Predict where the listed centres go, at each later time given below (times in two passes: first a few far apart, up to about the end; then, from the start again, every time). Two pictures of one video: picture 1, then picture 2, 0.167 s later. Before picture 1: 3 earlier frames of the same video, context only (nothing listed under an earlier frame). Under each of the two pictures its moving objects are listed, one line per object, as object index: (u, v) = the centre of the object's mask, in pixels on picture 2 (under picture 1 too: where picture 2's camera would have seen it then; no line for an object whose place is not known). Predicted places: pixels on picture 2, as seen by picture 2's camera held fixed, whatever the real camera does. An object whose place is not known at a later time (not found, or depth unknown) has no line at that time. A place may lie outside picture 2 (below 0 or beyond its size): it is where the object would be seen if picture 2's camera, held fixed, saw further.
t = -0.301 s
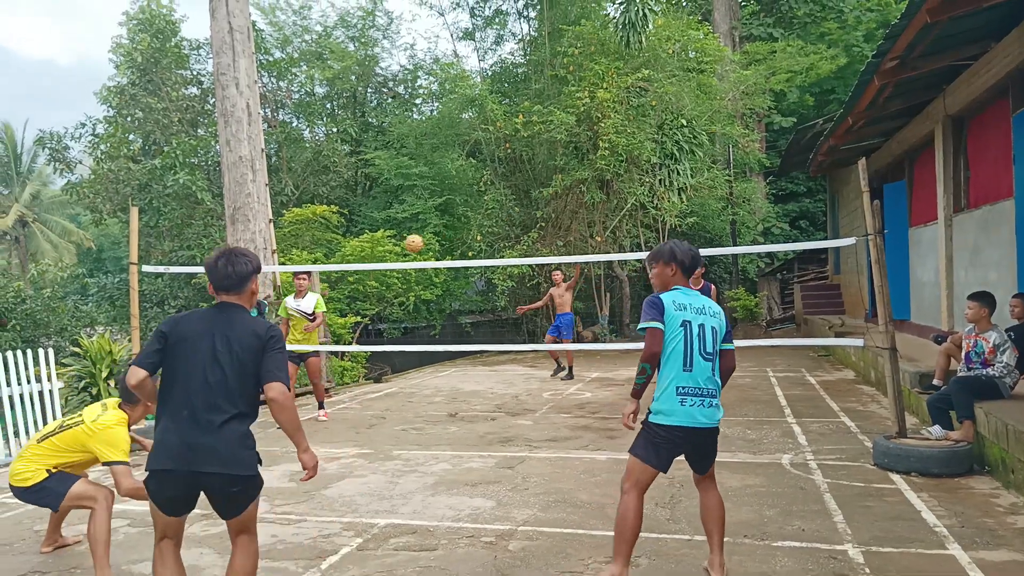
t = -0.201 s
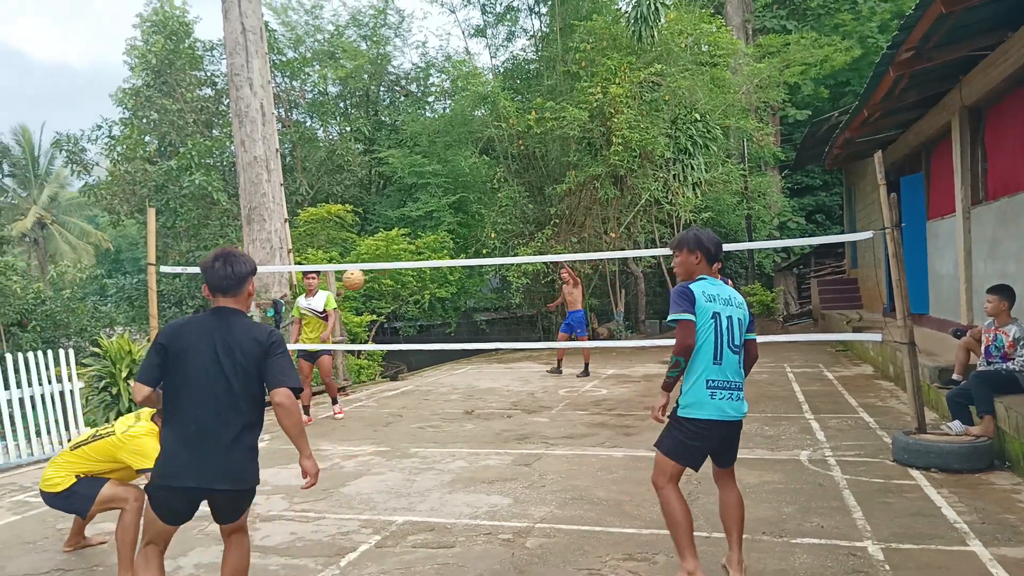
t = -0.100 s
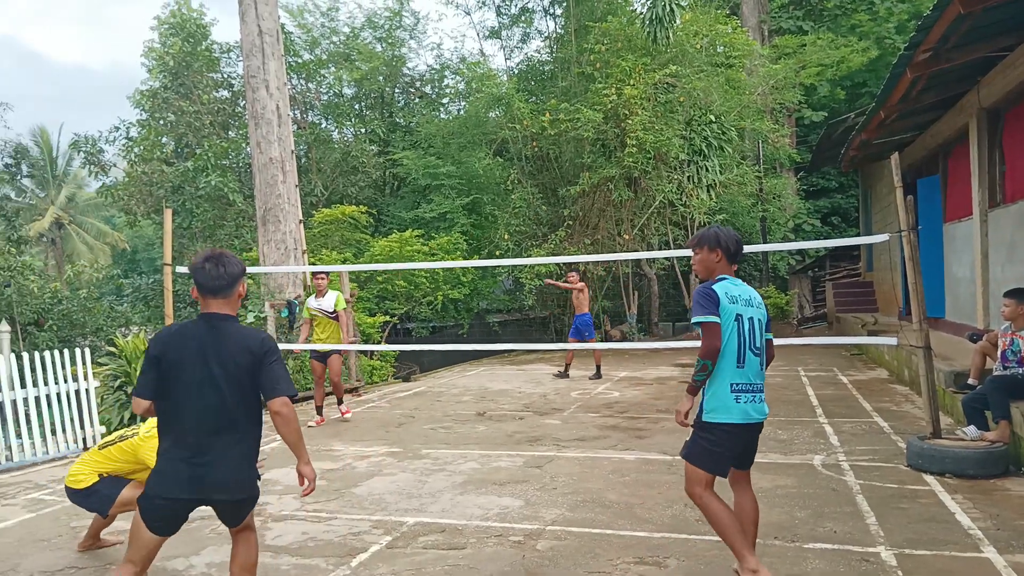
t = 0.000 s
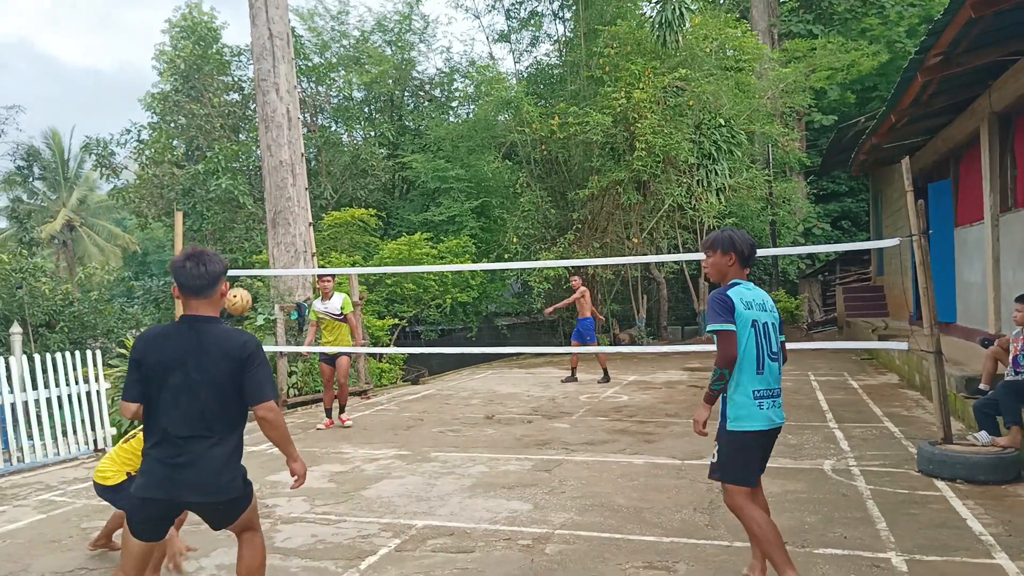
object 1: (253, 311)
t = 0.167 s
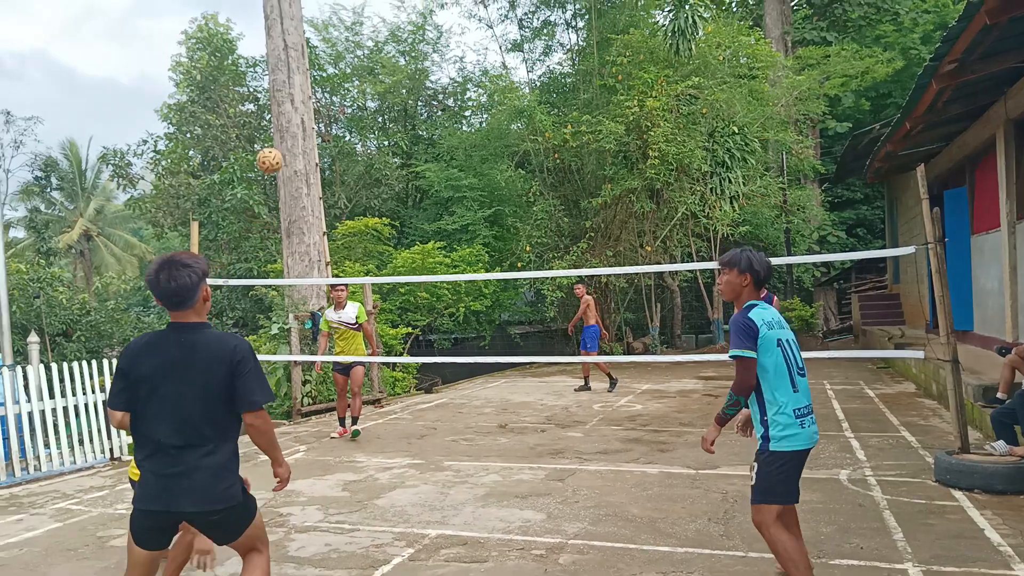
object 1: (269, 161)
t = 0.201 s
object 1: (273, 138)
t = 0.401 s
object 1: (294, 47)
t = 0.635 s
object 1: (315, 31)
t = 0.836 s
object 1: (333, 93)
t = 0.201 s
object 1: (273, 138)
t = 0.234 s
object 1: (276, 117)
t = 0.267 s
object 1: (280, 99)
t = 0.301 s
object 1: (283, 83)
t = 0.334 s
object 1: (286, 68)
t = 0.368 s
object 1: (290, 56)
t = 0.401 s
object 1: (294, 47)
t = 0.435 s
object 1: (296, 39)
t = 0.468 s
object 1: (300, 32)
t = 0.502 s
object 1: (303, 28)
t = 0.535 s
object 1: (306, 26)
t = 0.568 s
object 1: (309, 26)
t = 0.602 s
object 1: (313, 28)
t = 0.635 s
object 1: (315, 31)
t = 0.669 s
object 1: (318, 36)
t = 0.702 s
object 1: (321, 45)
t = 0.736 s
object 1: (323, 54)
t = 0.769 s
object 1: (325, 66)
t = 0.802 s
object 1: (328, 79)
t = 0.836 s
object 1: (333, 93)
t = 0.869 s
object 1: (335, 109)
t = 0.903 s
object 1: (337, 128)
